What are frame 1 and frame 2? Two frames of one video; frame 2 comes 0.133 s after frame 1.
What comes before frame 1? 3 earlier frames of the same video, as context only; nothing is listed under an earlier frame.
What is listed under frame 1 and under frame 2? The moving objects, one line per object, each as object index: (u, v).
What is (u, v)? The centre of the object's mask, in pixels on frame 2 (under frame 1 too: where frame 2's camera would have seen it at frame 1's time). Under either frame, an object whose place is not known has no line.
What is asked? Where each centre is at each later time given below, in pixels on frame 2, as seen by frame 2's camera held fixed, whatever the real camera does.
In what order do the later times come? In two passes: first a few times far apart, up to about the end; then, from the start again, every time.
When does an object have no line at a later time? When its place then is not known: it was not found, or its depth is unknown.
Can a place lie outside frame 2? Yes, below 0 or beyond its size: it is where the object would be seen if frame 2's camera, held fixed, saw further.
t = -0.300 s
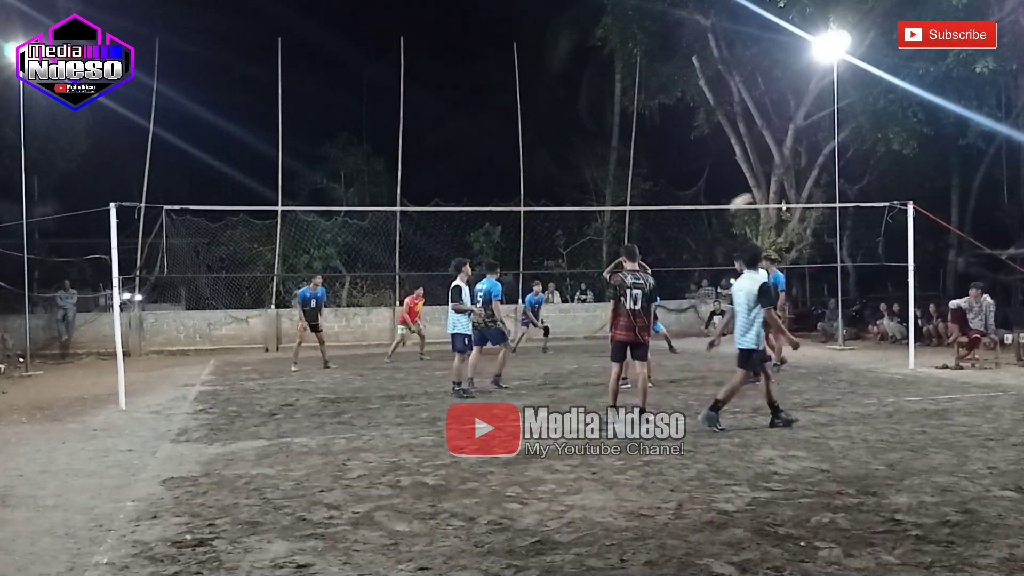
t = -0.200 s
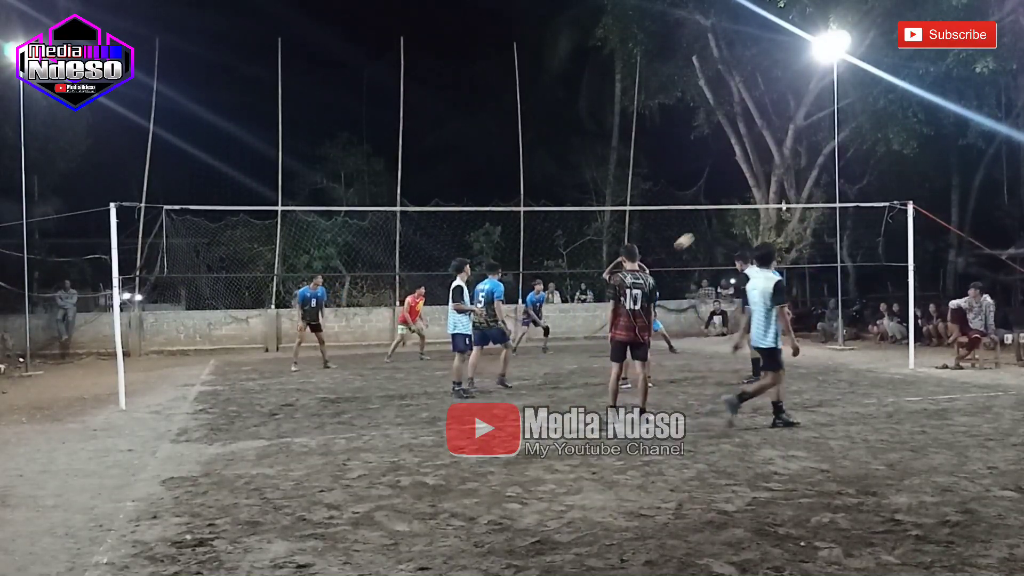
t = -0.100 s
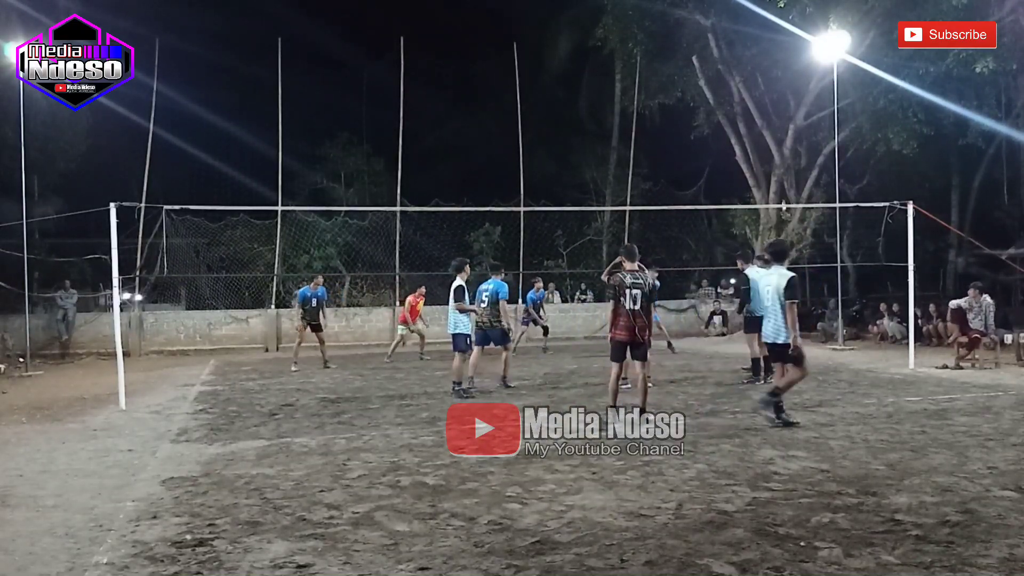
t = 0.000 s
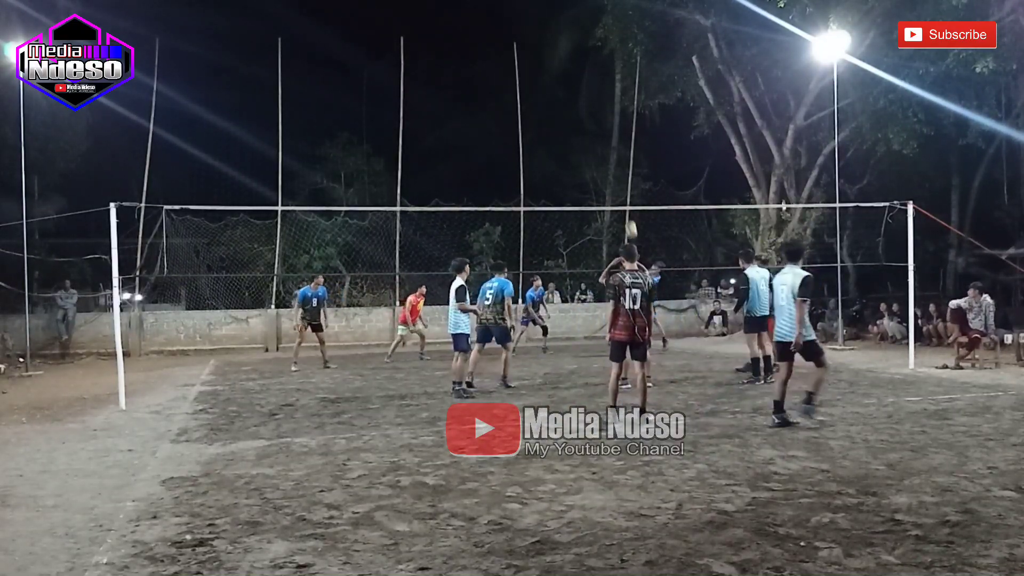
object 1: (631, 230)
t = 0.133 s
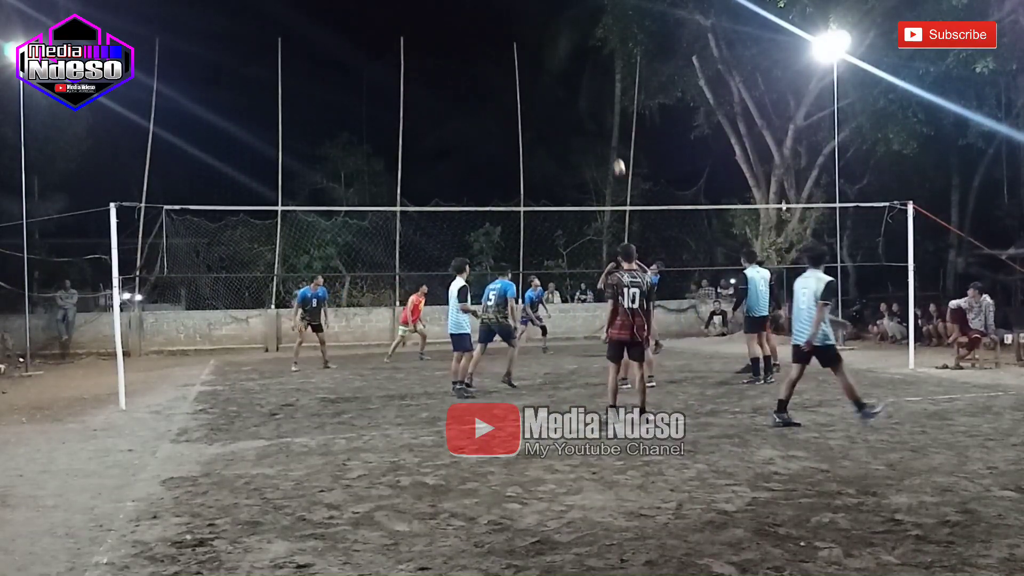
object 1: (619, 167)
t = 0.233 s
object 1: (610, 128)
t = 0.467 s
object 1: (589, 61)
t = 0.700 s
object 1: (568, 23)
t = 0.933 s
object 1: (548, 15)
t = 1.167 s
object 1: (531, 32)
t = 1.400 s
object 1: (515, 73)
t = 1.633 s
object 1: (502, 136)
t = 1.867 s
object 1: (493, 219)
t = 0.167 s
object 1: (616, 154)
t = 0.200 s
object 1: (613, 140)
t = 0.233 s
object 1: (610, 128)
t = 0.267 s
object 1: (607, 116)
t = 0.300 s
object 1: (604, 106)
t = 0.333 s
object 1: (601, 95)
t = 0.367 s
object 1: (597, 85)
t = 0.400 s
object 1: (595, 77)
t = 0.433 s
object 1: (591, 68)
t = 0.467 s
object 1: (589, 61)
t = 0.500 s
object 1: (585, 53)
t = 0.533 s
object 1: (582, 47)
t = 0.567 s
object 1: (579, 41)
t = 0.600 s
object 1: (576, 36)
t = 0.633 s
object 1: (573, 31)
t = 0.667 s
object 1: (571, 27)
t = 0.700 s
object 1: (568, 23)
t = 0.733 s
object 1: (565, 20)
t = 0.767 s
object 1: (562, 18)
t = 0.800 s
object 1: (559, 16)
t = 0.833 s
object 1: (556, 15)
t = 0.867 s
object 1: (554, 14)
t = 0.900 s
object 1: (551, 14)
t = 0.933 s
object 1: (548, 15)
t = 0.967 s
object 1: (546, 16)
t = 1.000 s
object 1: (543, 17)
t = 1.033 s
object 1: (540, 19)
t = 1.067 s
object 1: (538, 21)
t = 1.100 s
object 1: (536, 24)
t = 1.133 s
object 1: (533, 28)
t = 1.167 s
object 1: (531, 32)
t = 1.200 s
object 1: (528, 36)
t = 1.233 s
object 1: (526, 41)
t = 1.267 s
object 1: (524, 46)
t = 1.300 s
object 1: (521, 52)
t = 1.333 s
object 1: (519, 58)
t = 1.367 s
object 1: (517, 66)
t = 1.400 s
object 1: (515, 73)
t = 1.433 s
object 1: (513, 81)
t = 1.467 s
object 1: (512, 89)
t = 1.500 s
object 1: (509, 97)
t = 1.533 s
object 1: (507, 106)
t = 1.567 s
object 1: (506, 116)
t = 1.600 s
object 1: (504, 126)
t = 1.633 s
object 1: (502, 136)
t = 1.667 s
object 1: (500, 147)
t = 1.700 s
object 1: (499, 158)
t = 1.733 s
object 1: (498, 169)
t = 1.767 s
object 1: (496, 181)
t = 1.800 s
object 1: (495, 194)
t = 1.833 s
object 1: (494, 206)
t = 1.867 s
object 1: (493, 219)
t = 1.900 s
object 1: (492, 232)
